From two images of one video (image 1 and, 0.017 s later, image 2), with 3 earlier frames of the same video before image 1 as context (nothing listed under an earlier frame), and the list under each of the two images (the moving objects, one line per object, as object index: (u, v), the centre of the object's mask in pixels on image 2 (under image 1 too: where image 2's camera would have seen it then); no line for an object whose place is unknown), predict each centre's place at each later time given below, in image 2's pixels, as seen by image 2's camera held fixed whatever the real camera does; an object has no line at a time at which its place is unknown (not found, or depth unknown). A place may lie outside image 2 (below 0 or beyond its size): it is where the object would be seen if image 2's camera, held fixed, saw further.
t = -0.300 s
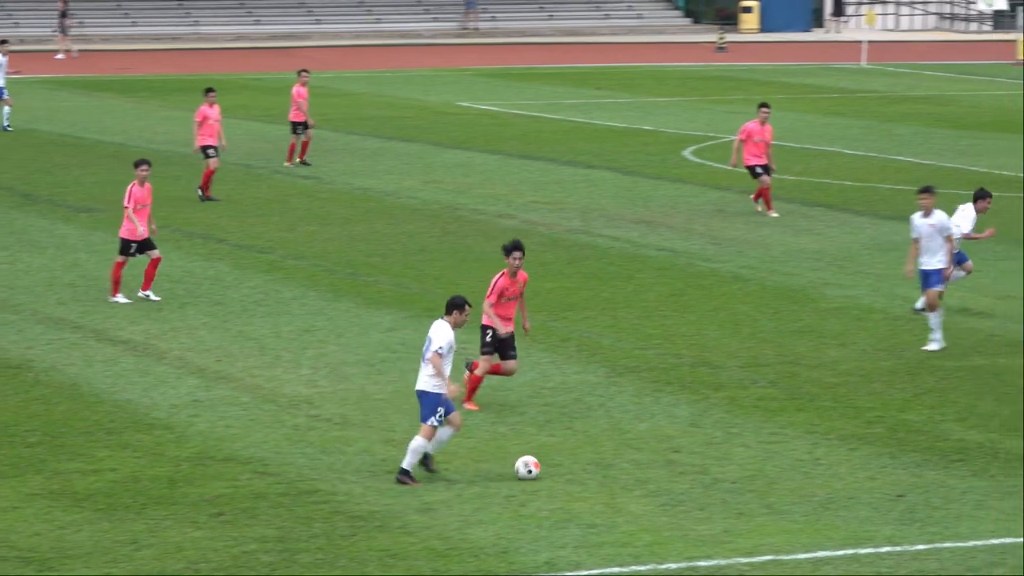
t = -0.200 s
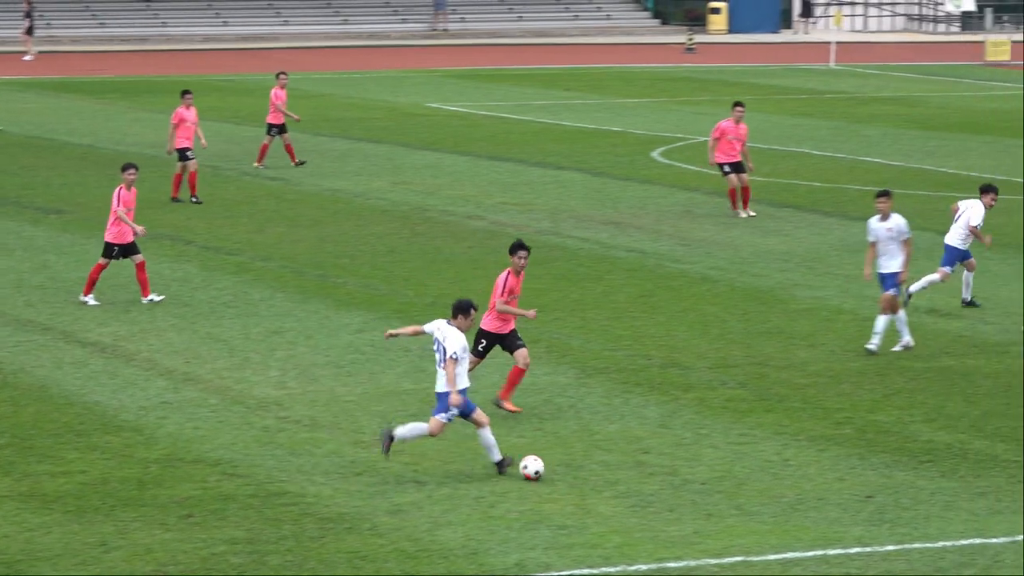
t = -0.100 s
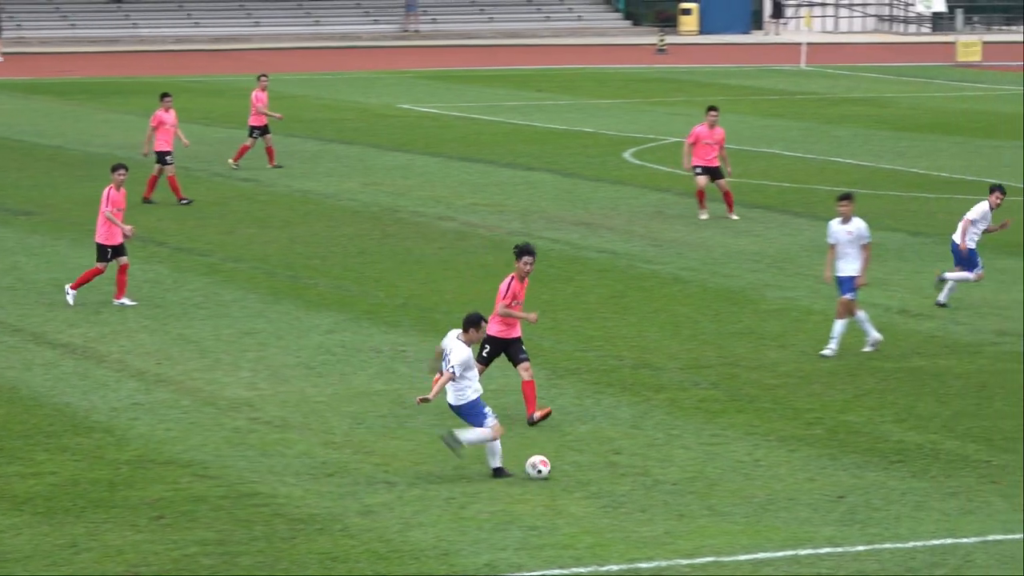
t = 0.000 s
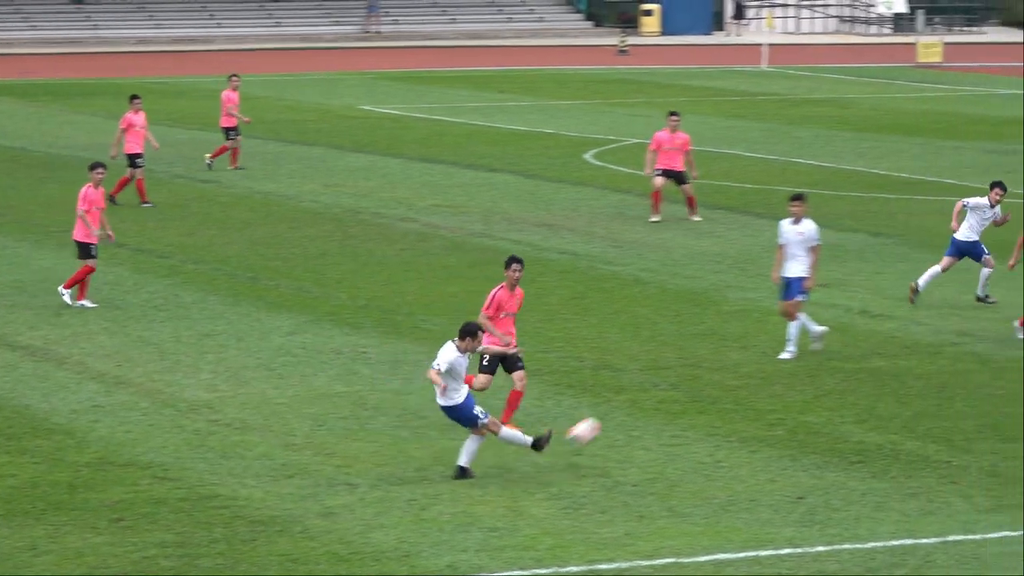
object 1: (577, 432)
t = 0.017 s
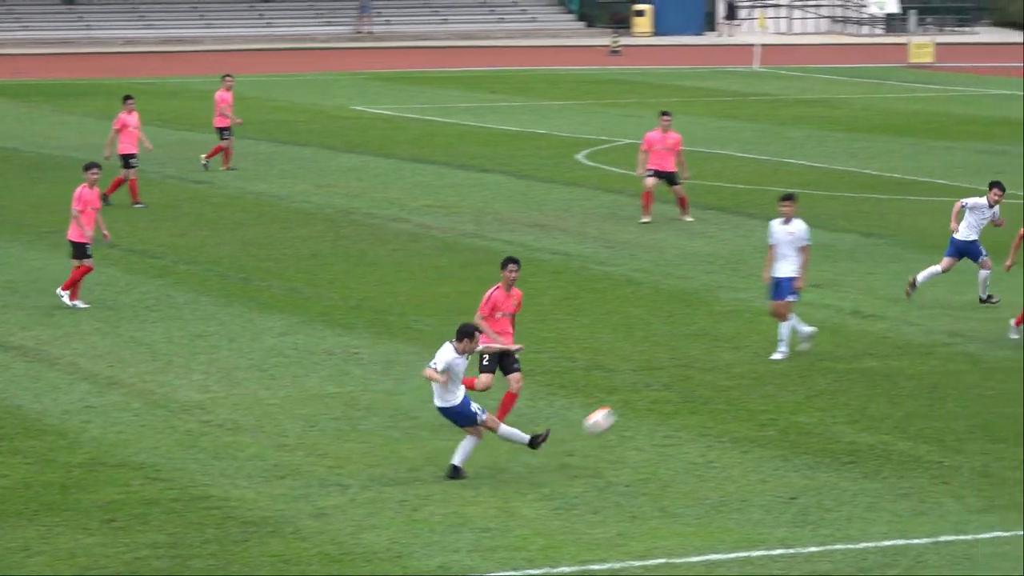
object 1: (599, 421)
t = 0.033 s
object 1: (623, 410)
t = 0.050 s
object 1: (646, 399)
